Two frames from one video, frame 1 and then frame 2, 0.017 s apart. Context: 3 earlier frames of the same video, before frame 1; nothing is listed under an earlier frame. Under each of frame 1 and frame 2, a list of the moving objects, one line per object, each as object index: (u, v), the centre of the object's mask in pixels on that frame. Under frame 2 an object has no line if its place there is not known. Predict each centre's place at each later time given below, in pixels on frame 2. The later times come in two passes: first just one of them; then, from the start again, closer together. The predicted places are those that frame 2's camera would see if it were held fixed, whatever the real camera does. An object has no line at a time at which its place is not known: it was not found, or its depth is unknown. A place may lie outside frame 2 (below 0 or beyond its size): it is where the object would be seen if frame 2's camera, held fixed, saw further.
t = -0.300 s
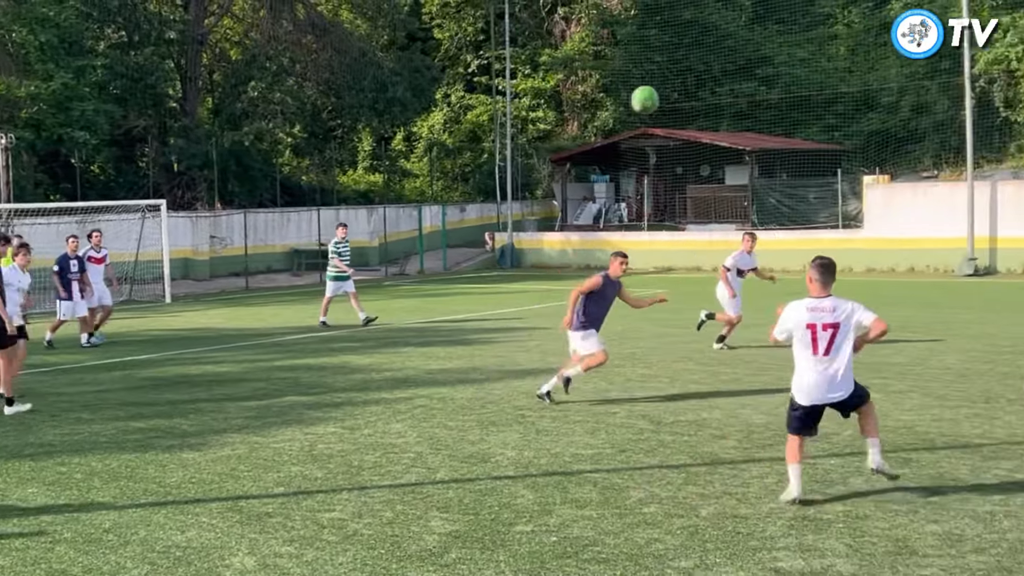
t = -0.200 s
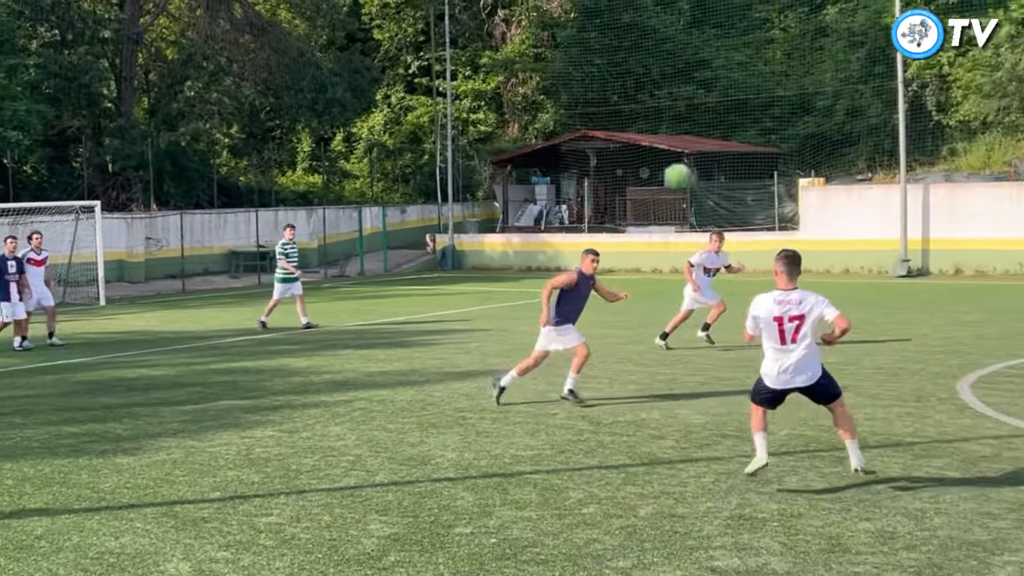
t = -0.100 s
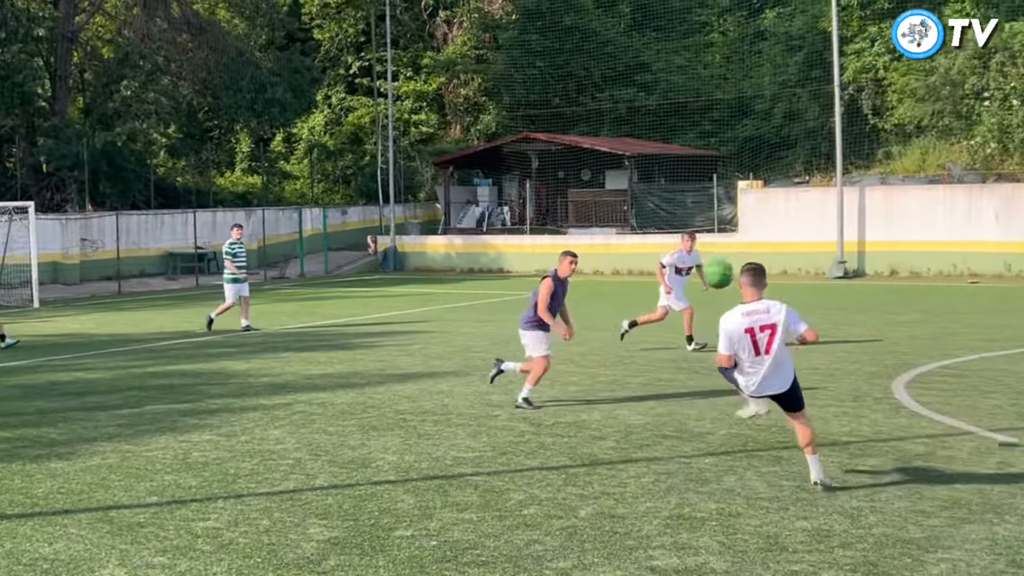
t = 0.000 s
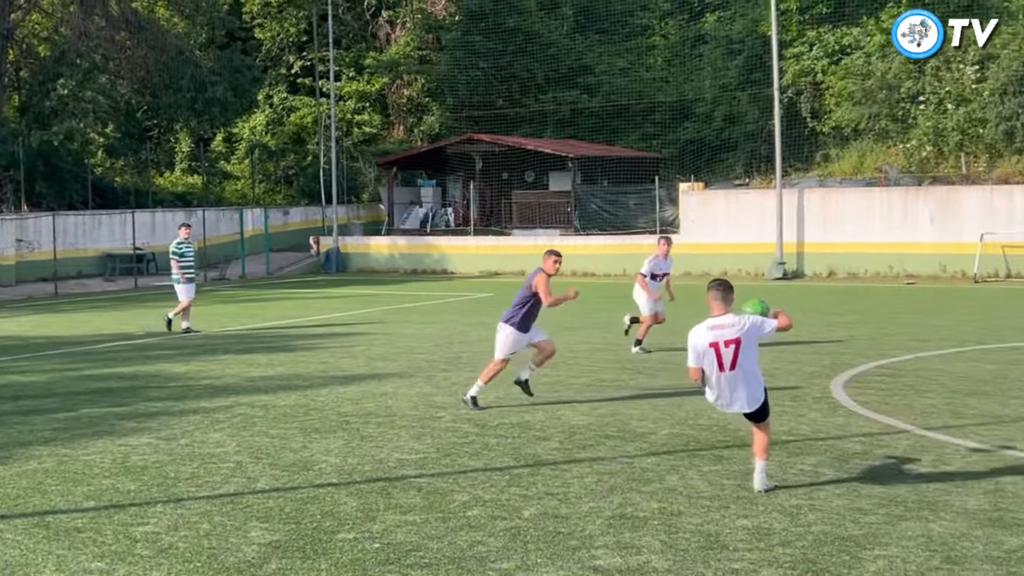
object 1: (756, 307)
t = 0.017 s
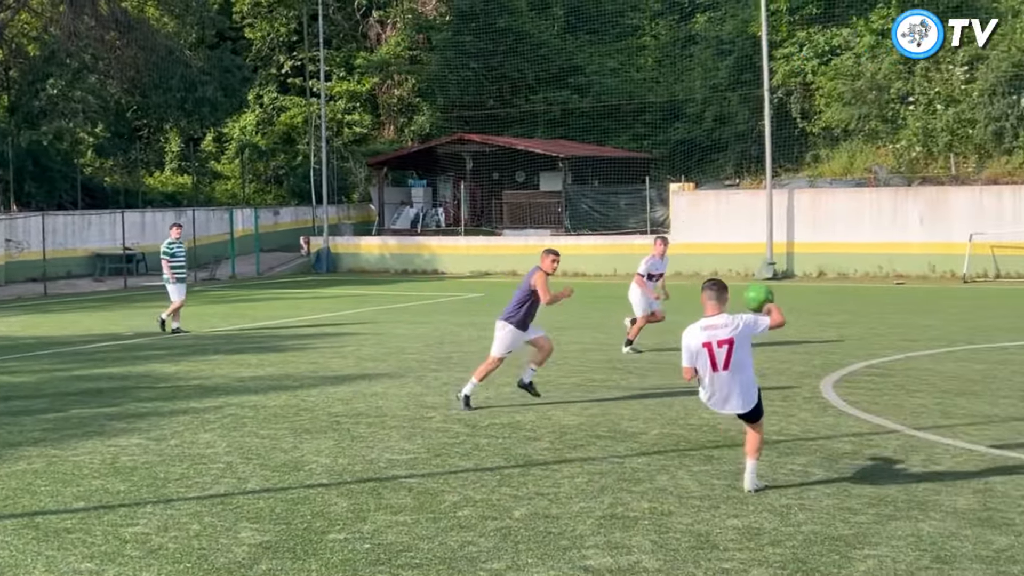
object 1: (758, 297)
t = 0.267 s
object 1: (949, 116)
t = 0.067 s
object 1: (798, 254)
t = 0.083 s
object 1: (811, 240)
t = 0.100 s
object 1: (824, 227)
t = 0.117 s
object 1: (837, 214)
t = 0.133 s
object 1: (849, 201)
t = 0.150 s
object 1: (862, 189)
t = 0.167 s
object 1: (874, 177)
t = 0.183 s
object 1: (887, 165)
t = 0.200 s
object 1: (900, 153)
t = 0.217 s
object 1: (912, 145)
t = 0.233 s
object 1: (924, 136)
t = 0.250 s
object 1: (936, 126)
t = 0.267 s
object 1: (949, 116)
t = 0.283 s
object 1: (959, 107)
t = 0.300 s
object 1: (970, 99)
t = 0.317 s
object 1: (980, 91)
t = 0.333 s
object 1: (993, 85)
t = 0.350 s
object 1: (1004, 77)
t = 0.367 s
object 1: (1015, 69)
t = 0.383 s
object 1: (1028, 65)
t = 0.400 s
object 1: (1038, 60)
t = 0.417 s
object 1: (1047, 53)
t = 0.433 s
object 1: (1056, 50)
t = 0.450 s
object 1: (1067, 44)
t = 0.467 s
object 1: (1075, 40)
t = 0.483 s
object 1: (1088, 37)
